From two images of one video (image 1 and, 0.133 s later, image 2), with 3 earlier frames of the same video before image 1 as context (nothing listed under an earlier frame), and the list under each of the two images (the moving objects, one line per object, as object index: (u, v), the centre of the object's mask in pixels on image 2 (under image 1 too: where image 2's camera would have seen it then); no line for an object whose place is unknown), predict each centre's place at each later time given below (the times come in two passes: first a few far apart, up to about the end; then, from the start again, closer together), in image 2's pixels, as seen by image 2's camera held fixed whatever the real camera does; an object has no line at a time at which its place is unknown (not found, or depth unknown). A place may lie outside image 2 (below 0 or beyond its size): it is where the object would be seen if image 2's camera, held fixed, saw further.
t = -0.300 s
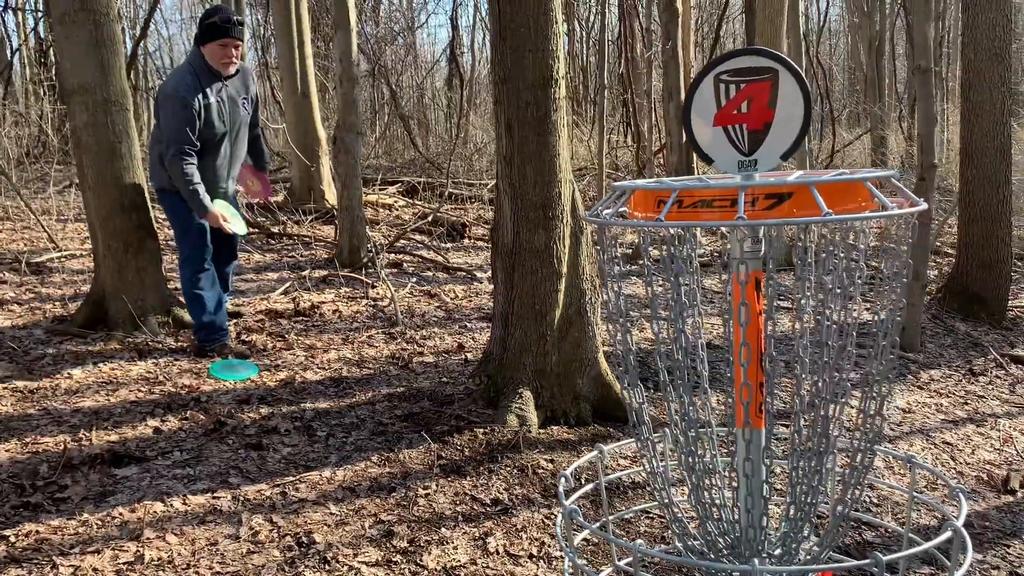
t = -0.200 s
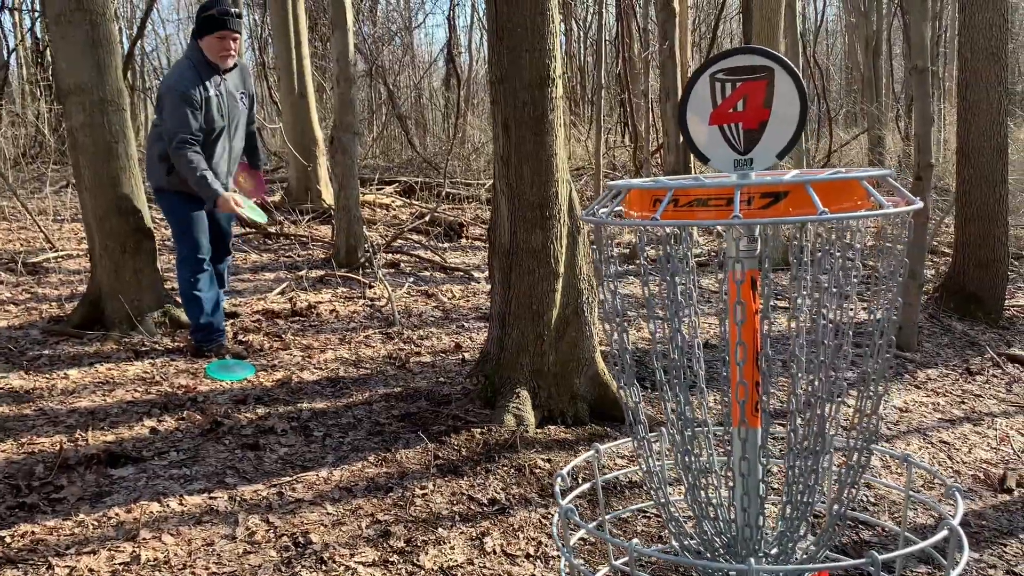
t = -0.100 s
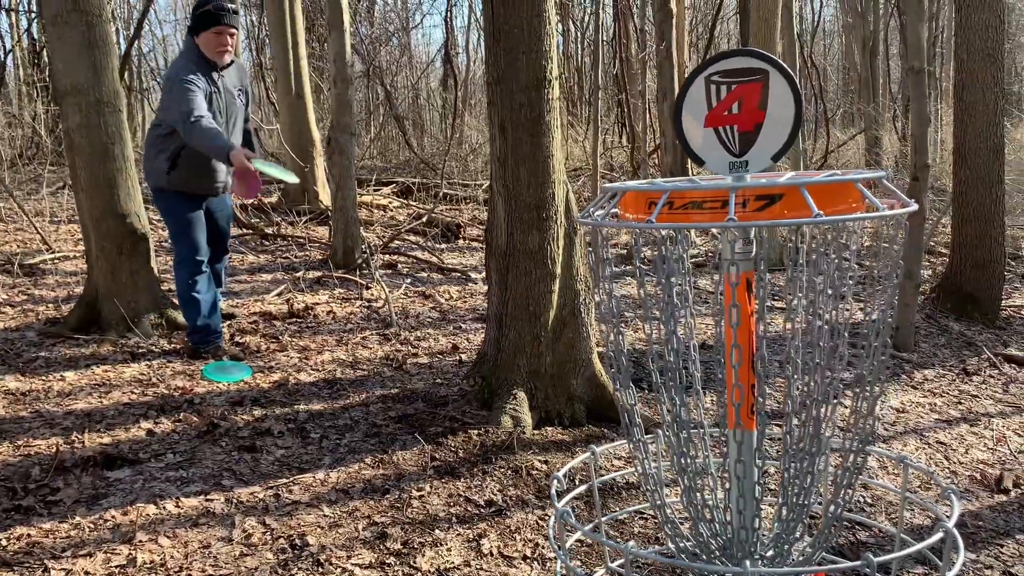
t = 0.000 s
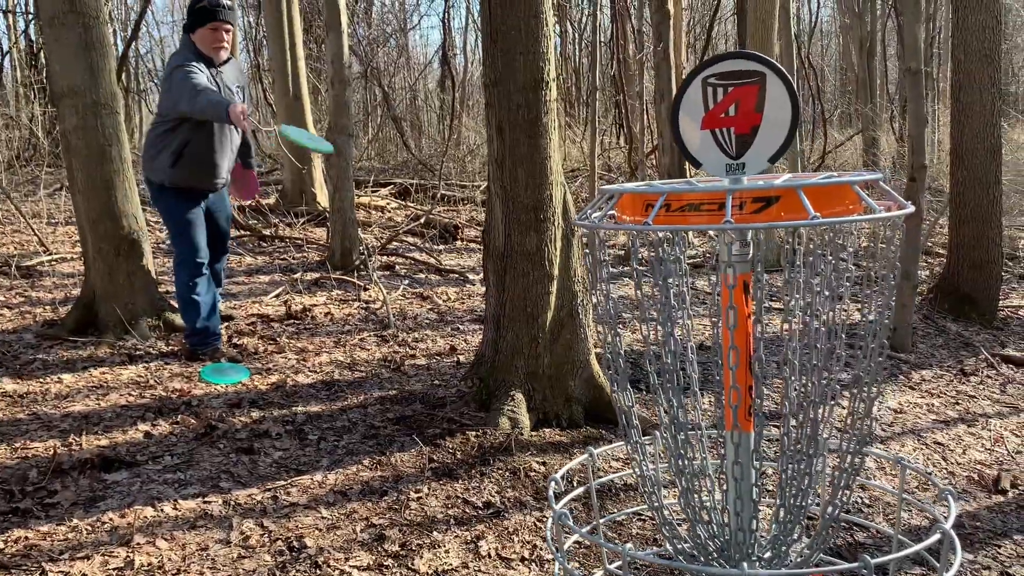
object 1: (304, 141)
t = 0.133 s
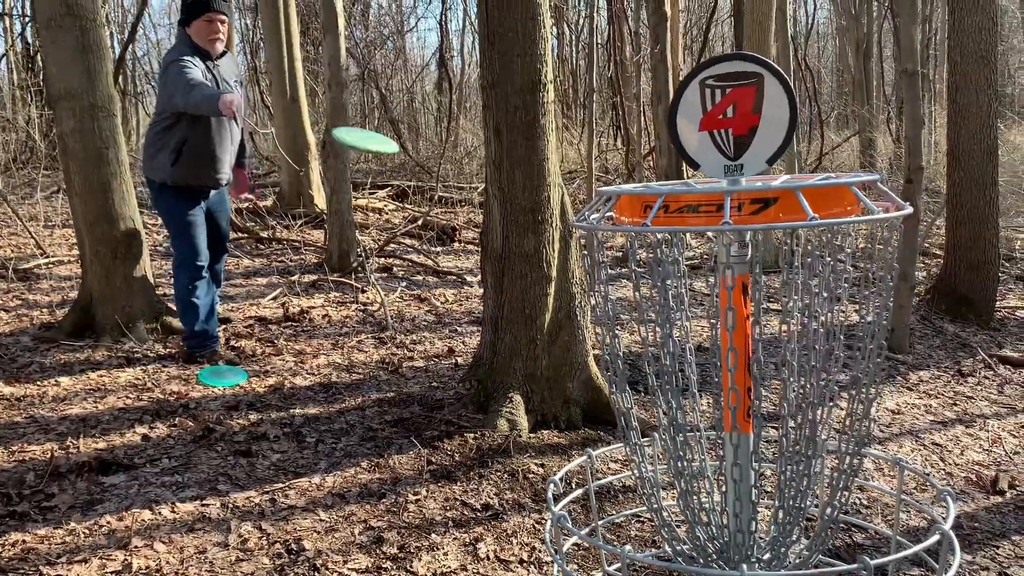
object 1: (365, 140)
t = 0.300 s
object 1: (485, 241)
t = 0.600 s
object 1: (681, 520)
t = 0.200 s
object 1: (406, 164)
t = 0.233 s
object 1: (429, 184)
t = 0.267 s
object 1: (456, 209)
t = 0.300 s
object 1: (485, 241)
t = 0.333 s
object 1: (517, 280)
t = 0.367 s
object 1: (554, 327)
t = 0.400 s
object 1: (593, 386)
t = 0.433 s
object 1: (636, 450)
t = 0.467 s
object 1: (691, 499)
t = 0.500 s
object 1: (680, 523)
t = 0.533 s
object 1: (685, 536)
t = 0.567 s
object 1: (684, 527)
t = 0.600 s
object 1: (681, 520)
